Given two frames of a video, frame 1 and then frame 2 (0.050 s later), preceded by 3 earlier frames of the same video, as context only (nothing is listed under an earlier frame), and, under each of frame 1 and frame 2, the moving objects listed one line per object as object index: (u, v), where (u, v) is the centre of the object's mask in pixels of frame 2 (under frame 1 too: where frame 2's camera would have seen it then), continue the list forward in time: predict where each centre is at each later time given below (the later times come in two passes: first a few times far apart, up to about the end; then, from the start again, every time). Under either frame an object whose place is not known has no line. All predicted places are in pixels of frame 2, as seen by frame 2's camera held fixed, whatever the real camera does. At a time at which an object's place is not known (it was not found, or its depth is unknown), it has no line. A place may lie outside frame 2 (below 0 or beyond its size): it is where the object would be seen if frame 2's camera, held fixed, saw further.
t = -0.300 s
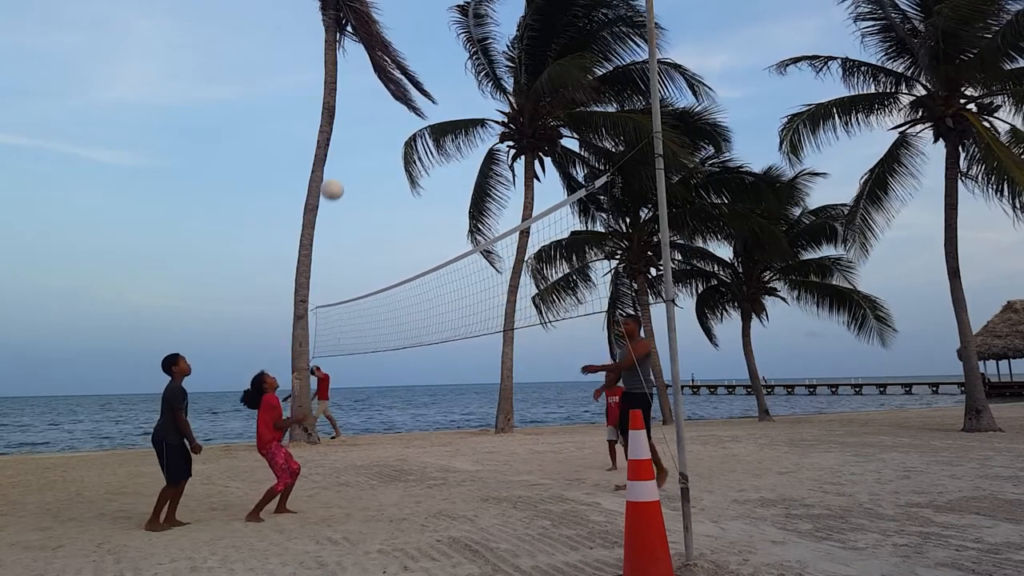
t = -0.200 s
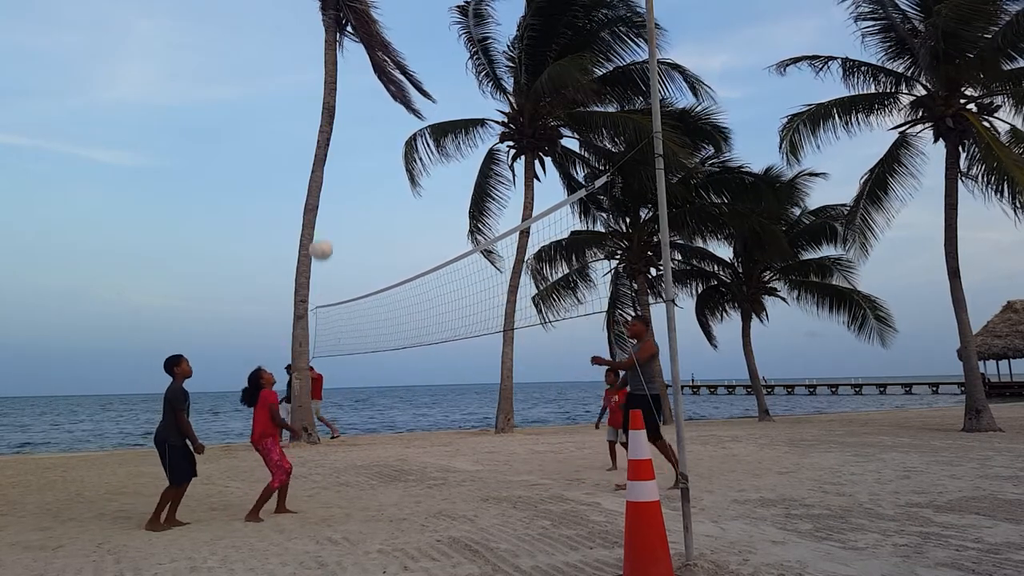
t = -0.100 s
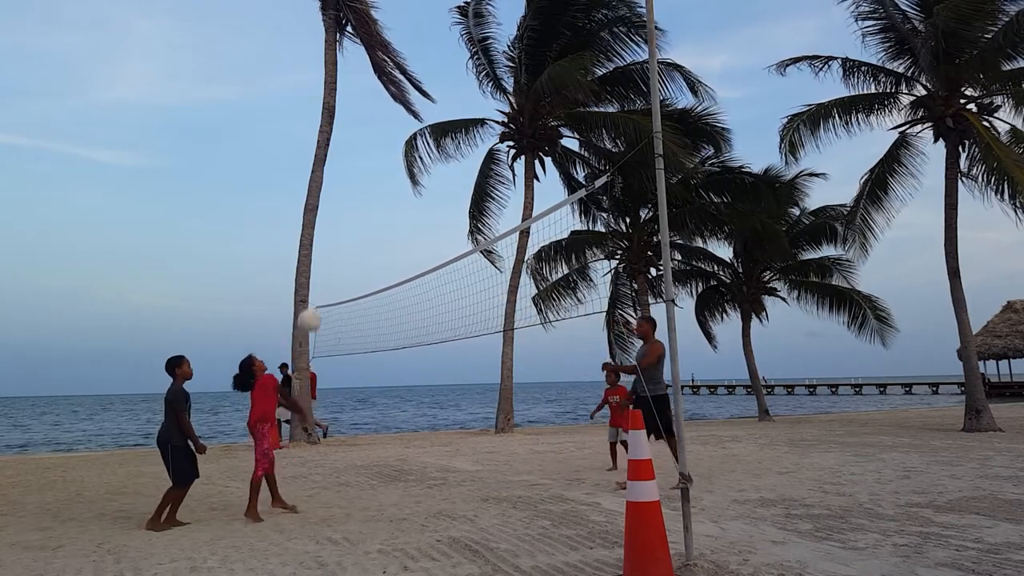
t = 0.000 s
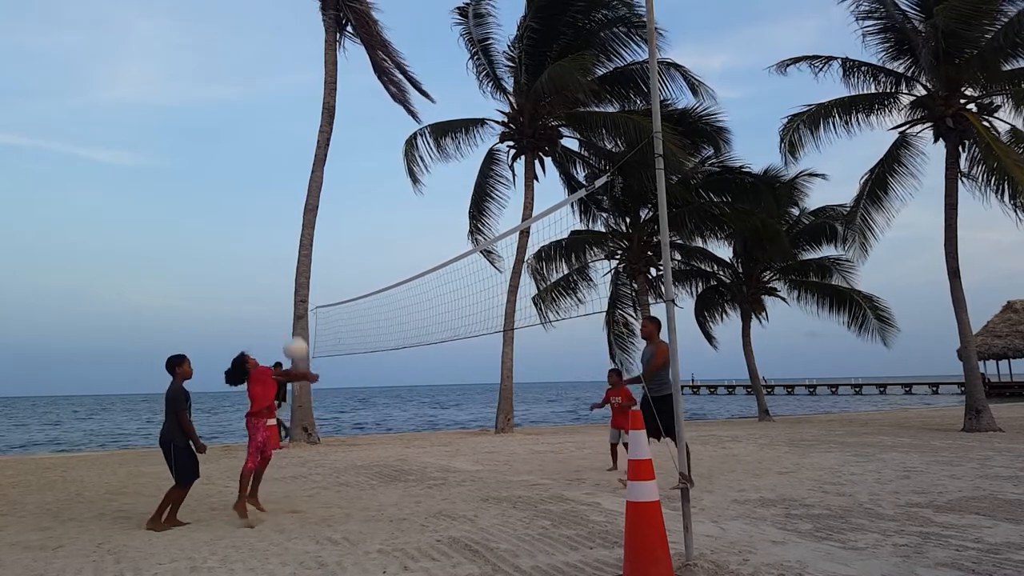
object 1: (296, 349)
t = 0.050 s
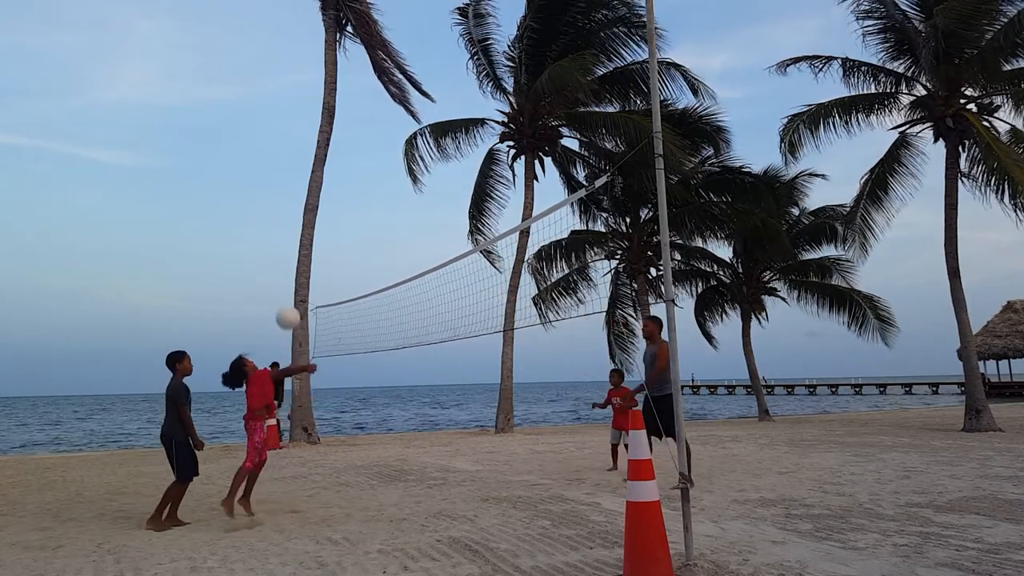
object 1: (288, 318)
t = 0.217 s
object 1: (263, 243)
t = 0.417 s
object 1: (236, 200)
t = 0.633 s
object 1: (212, 199)
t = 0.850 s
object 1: (191, 234)
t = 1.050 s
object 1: (173, 296)
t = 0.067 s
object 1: (285, 309)
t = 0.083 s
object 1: (282, 300)
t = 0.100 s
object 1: (280, 291)
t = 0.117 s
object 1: (278, 283)
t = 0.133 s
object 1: (275, 275)
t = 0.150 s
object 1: (272, 268)
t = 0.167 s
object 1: (270, 261)
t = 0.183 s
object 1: (268, 255)
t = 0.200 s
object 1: (265, 249)
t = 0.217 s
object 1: (263, 243)
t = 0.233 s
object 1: (260, 237)
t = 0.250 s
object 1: (258, 233)
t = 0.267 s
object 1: (255, 228)
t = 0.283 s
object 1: (254, 223)
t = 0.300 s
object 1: (251, 219)
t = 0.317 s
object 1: (249, 216)
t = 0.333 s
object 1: (246, 212)
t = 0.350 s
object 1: (245, 209)
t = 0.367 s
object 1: (243, 206)
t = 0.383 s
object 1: (240, 204)
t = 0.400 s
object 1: (238, 202)
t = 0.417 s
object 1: (236, 200)
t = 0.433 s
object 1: (234, 199)
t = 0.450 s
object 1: (232, 197)
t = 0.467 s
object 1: (230, 196)
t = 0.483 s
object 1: (228, 195)
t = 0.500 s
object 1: (227, 195)
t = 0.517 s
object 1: (225, 194)
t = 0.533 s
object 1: (223, 194)
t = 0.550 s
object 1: (221, 194)
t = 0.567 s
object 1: (219, 195)
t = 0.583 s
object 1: (217, 195)
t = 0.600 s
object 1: (215, 196)
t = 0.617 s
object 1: (214, 197)
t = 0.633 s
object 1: (212, 199)
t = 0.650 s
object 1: (210, 200)
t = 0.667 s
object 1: (208, 202)
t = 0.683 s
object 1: (207, 204)
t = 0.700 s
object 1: (205, 206)
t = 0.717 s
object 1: (203, 208)
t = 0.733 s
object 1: (202, 211)
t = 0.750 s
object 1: (200, 214)
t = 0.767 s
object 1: (198, 216)
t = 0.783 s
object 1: (197, 219)
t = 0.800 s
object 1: (195, 223)
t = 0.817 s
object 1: (194, 227)
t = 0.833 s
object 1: (192, 230)
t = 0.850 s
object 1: (191, 234)
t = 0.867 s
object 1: (189, 238)
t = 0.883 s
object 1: (188, 242)
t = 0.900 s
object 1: (186, 247)
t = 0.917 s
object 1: (185, 252)
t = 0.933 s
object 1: (183, 257)
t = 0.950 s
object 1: (182, 262)
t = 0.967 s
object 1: (180, 267)
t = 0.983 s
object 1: (179, 272)
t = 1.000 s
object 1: (178, 278)
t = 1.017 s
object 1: (176, 283)
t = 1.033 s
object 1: (174, 290)
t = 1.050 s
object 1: (173, 296)
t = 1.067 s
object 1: (172, 302)
